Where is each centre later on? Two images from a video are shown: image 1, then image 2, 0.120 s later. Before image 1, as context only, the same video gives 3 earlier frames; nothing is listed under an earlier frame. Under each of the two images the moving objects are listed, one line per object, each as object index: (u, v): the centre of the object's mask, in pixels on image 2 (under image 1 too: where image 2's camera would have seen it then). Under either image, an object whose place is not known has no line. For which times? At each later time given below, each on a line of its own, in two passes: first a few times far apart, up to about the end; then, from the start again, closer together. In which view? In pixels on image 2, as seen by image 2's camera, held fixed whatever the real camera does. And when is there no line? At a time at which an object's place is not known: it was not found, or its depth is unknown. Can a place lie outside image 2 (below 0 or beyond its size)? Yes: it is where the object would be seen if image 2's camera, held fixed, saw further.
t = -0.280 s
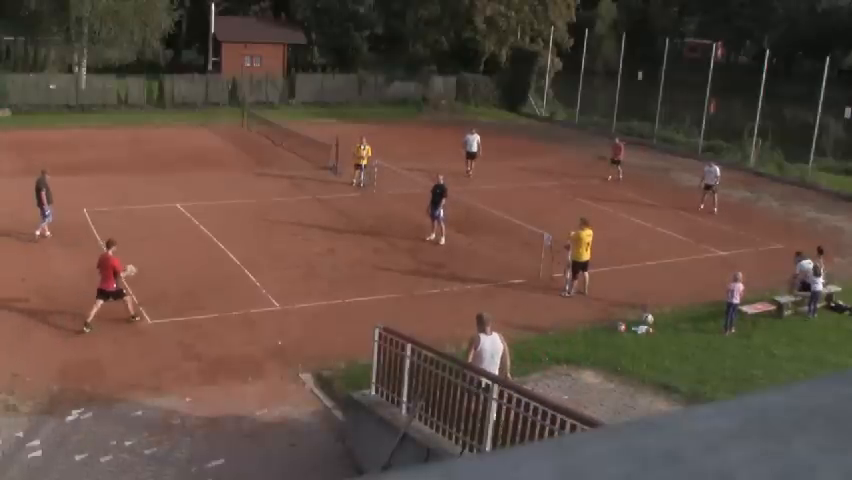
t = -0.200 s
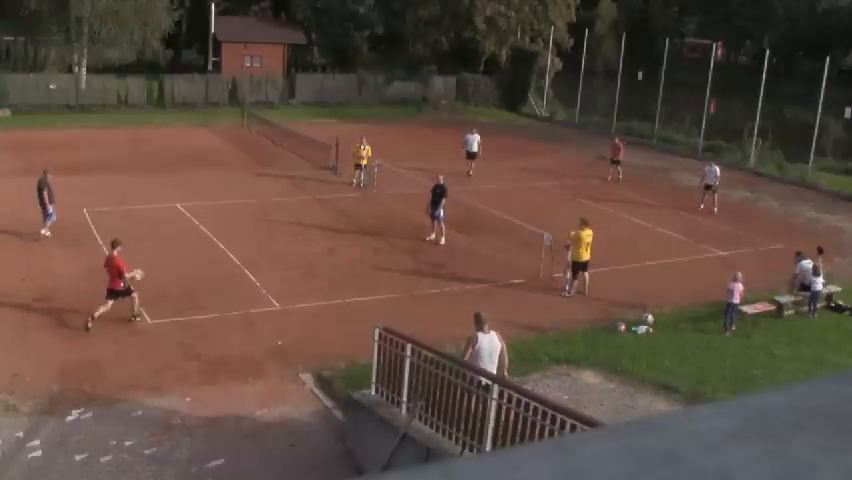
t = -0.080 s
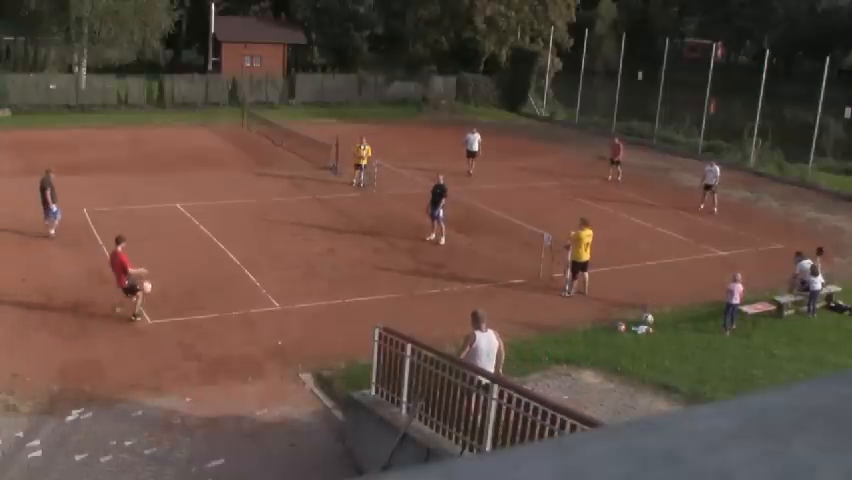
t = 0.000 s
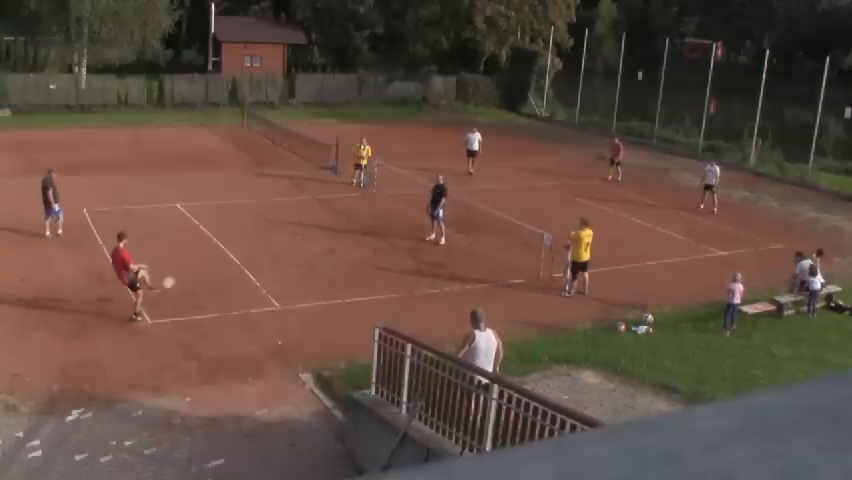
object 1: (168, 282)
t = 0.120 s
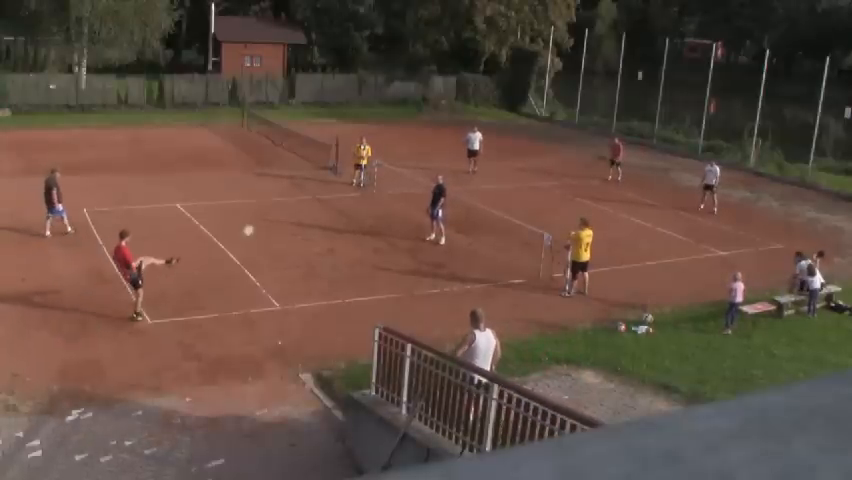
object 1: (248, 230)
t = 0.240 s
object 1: (315, 195)
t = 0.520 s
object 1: (433, 160)
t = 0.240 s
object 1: (315, 195)
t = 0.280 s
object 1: (335, 186)
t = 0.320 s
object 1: (353, 179)
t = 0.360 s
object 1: (371, 172)
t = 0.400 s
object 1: (388, 168)
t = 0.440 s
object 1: (404, 164)
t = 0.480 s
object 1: (419, 161)
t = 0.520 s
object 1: (433, 160)
